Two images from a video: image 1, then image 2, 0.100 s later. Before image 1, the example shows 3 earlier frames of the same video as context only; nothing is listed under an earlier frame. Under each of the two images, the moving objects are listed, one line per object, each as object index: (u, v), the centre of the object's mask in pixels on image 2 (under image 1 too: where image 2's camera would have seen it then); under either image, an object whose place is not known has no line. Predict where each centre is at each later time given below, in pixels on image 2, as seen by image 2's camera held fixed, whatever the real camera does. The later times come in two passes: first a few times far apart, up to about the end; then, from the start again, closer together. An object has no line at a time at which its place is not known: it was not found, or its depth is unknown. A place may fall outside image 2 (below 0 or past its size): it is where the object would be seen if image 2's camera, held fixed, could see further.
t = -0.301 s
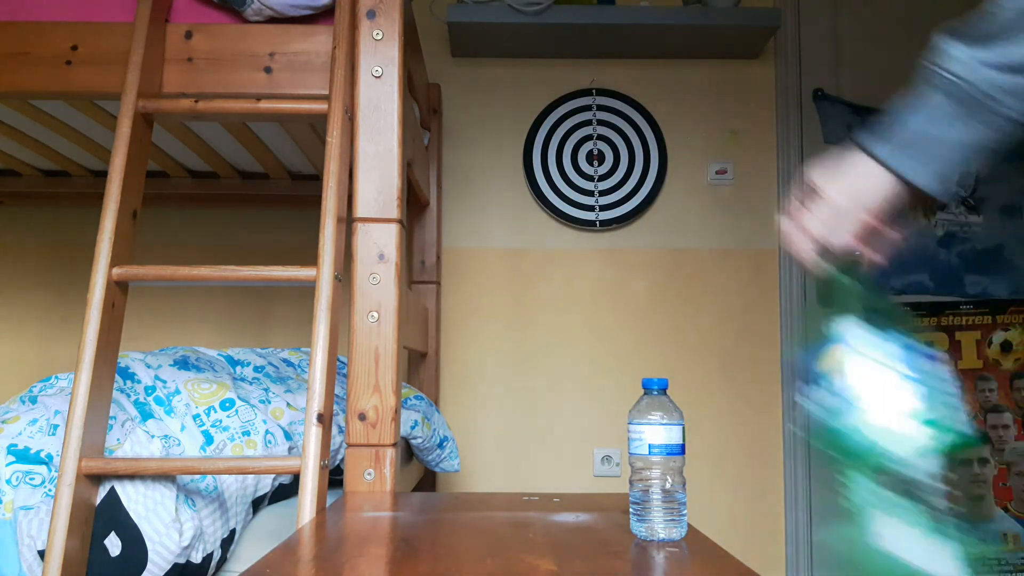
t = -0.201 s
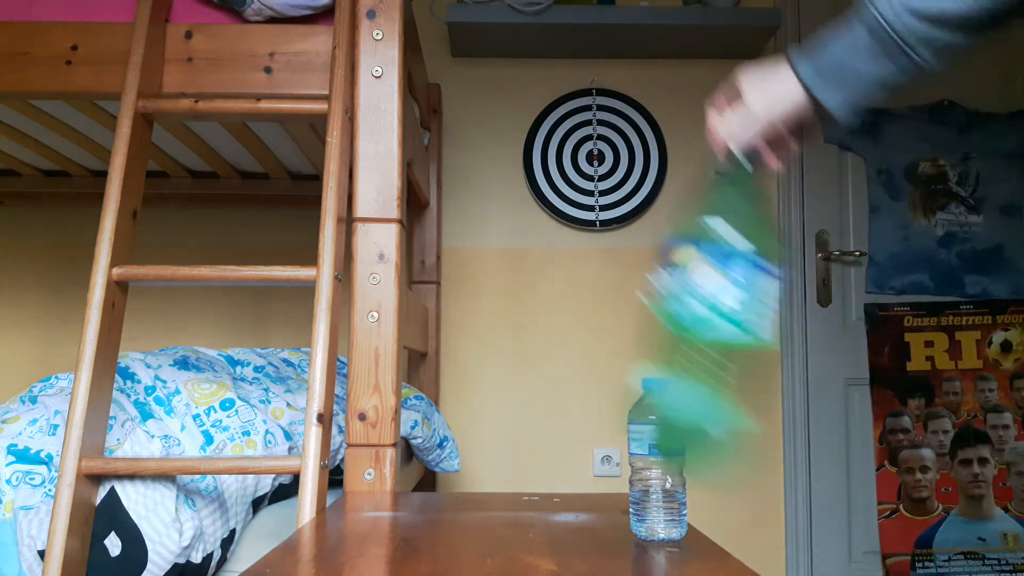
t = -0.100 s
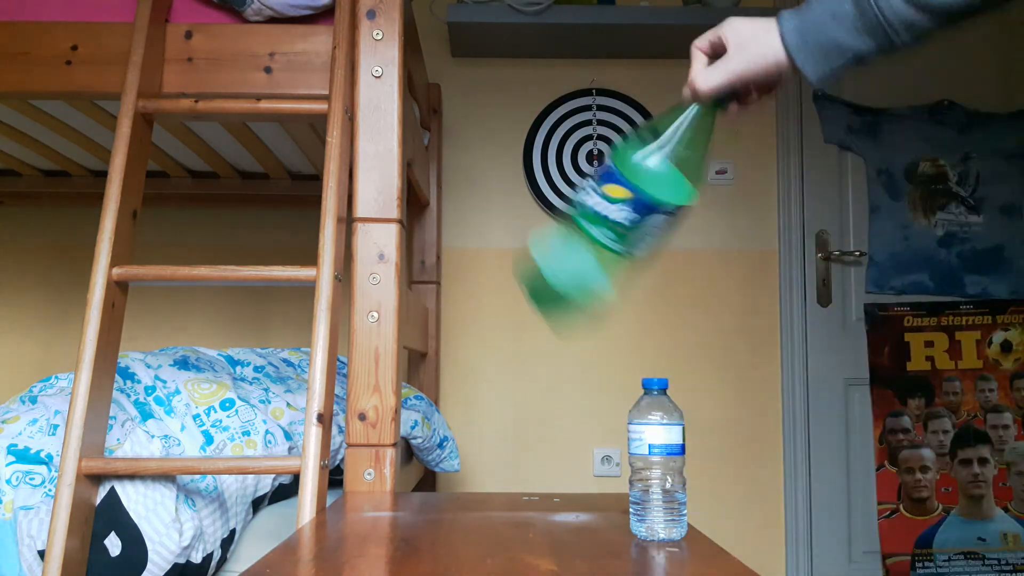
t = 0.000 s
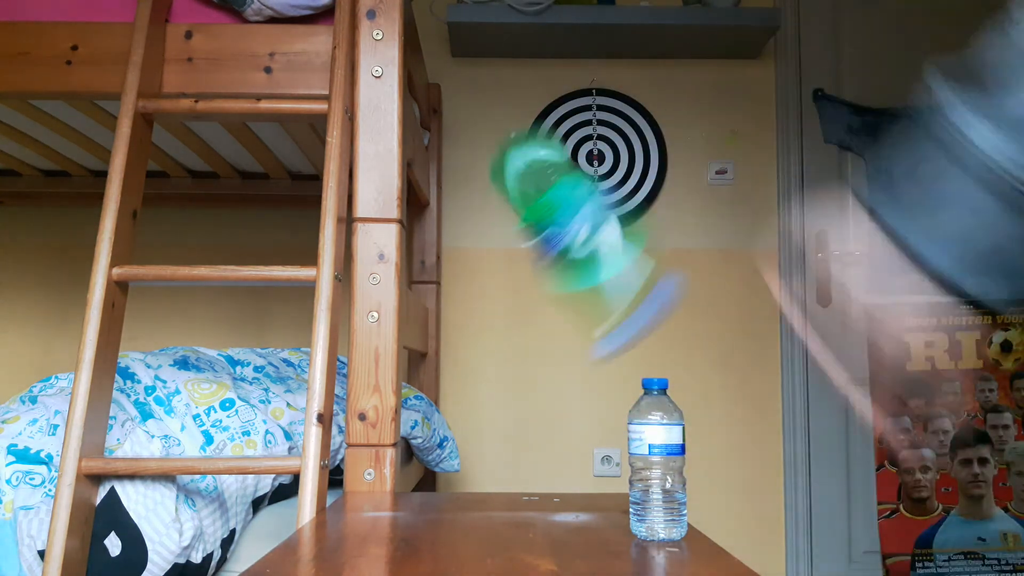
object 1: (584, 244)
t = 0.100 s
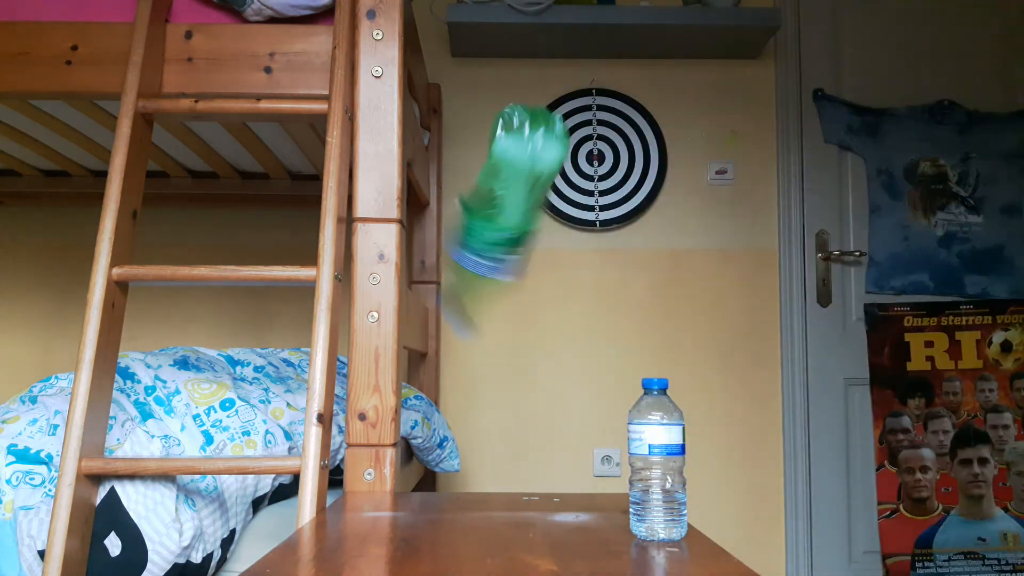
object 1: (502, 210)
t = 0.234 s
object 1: (487, 238)
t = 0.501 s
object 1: (470, 418)
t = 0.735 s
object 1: (476, 505)
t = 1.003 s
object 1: (466, 504)
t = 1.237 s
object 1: (471, 504)
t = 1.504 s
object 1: (466, 504)
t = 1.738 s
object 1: (469, 504)
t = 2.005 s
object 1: (468, 504)
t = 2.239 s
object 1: (466, 505)
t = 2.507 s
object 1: (469, 504)
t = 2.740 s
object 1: (467, 504)
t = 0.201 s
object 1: (491, 214)
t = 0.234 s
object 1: (487, 238)
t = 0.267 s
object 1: (484, 274)
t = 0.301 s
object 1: (483, 329)
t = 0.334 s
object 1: (482, 396)
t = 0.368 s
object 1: (478, 415)
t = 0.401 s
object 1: (473, 415)
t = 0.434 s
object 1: (472, 416)
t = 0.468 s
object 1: (471, 417)
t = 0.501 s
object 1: (470, 418)
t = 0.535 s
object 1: (469, 420)
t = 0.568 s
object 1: (470, 423)
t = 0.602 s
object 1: (471, 427)
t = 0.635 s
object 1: (473, 433)
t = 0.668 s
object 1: (475, 444)
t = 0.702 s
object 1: (477, 466)
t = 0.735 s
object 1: (476, 505)
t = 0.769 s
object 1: (474, 501)
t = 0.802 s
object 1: (474, 500)
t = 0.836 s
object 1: (472, 505)
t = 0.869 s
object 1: (468, 505)
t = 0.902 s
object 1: (464, 504)
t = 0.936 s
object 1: (463, 504)
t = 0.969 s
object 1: (464, 504)
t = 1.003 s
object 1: (466, 504)
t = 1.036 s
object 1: (468, 504)
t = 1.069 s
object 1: (468, 504)
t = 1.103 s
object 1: (468, 504)
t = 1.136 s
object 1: (467, 504)
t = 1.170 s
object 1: (468, 504)
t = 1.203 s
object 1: (469, 504)
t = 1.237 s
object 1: (471, 504)
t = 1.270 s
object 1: (471, 504)
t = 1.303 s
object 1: (470, 504)
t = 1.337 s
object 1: (468, 505)
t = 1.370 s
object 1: (467, 505)
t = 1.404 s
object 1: (467, 504)
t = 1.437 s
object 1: (467, 505)
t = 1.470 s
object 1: (467, 504)
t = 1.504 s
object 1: (466, 504)
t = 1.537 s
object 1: (466, 504)
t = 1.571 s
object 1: (465, 504)
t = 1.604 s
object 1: (466, 504)
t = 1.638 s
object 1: (467, 504)
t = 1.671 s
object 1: (468, 504)
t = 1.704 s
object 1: (468, 504)
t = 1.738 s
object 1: (469, 504)
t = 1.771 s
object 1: (469, 504)
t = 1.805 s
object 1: (469, 504)
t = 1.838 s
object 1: (470, 504)
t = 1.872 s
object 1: (470, 504)
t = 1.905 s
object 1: (470, 504)
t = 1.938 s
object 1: (469, 504)
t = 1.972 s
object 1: (469, 504)
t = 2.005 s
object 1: (468, 504)
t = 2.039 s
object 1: (468, 504)
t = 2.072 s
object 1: (468, 504)
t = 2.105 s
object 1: (467, 504)
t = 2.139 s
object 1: (467, 504)
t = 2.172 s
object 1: (466, 505)
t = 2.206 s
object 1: (466, 504)
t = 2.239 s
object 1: (466, 505)
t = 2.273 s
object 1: (467, 504)
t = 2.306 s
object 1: (467, 504)
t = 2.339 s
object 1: (468, 504)
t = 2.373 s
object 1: (468, 504)
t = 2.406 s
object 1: (468, 504)
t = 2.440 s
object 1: (469, 504)
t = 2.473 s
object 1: (469, 504)
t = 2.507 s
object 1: (469, 504)
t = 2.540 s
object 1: (469, 504)
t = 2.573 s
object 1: (469, 504)
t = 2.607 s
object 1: (469, 504)
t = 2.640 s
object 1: (469, 504)
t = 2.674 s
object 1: (468, 504)
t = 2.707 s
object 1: (467, 504)
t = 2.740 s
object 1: (467, 504)
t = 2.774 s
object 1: (467, 505)
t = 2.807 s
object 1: (467, 505)
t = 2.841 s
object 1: (467, 504)
